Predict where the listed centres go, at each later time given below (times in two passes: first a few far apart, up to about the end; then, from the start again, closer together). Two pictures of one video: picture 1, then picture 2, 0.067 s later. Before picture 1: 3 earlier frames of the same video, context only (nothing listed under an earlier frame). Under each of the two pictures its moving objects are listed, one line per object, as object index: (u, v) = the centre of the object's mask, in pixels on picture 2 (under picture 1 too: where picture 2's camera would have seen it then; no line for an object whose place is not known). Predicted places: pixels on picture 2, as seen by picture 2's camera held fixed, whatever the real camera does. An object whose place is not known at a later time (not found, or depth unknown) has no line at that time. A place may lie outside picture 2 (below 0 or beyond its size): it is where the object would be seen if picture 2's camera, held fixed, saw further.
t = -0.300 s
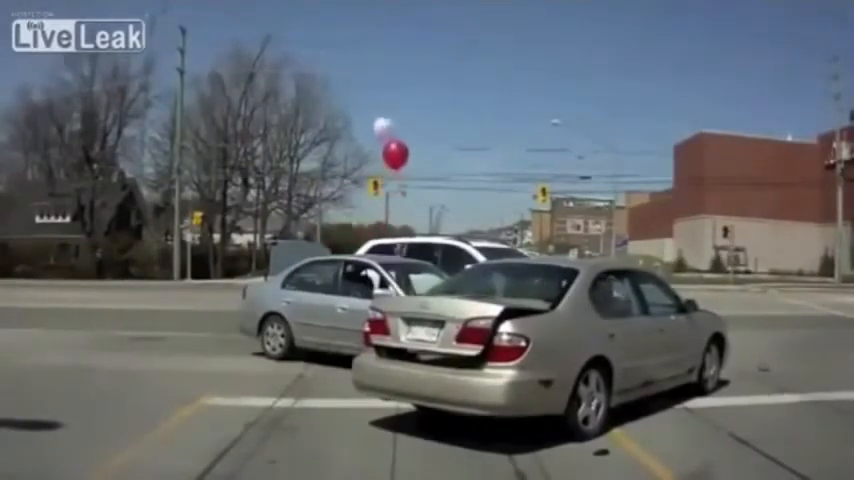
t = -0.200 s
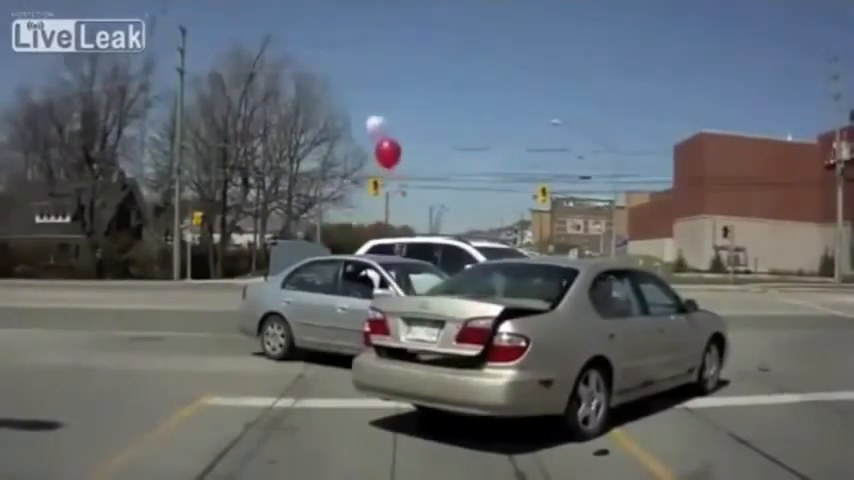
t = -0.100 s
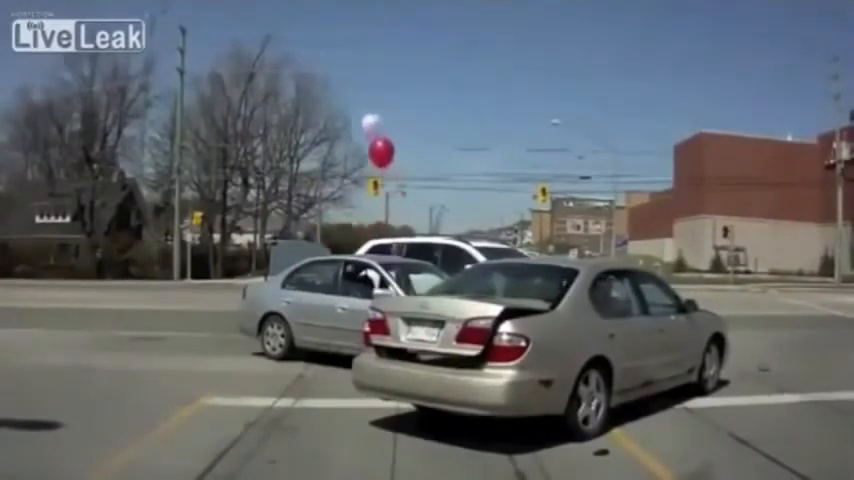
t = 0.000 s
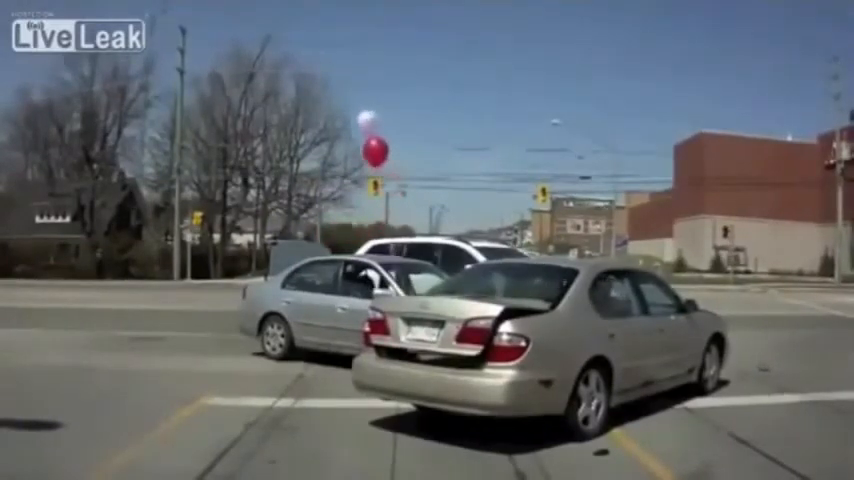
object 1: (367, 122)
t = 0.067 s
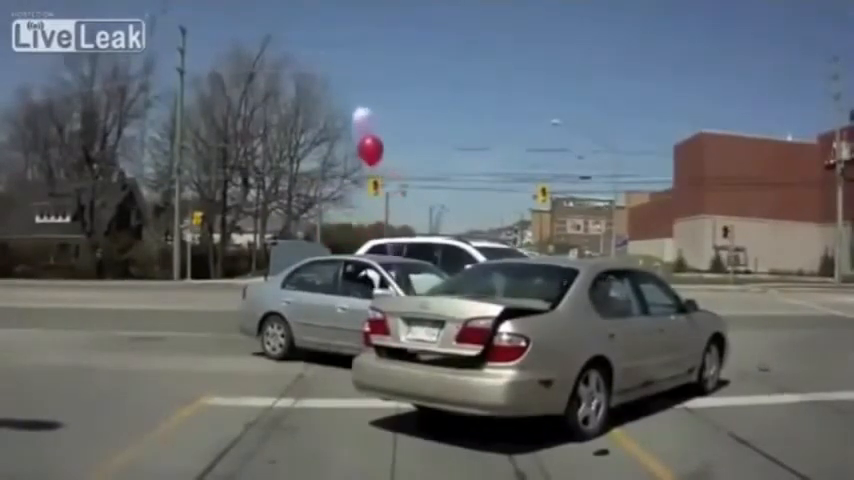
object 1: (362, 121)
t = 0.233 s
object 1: (346, 117)
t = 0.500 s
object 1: (301, 130)
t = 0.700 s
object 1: (283, 154)
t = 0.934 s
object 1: (284, 170)
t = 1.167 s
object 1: (285, 175)
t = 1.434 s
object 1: (276, 194)
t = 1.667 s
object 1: (273, 196)
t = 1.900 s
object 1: (258, 200)
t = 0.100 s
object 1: (360, 120)
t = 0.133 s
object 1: (356, 116)
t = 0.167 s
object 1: (353, 118)
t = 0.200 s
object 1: (350, 118)
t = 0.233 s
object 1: (346, 117)
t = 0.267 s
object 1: (340, 117)
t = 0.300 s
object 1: (333, 116)
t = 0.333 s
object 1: (327, 117)
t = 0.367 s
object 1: (322, 119)
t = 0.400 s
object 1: (316, 120)
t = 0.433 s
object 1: (310, 122)
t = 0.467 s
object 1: (306, 125)
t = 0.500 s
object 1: (301, 130)
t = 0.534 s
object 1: (295, 134)
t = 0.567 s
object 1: (292, 138)
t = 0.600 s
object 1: (289, 143)
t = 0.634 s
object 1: (286, 147)
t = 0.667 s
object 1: (284, 150)
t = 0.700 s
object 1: (283, 154)
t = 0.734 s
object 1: (282, 158)
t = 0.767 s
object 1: (282, 160)
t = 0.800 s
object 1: (283, 163)
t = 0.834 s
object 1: (283, 164)
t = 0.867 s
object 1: (283, 166)
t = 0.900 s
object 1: (284, 168)
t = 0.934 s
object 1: (284, 170)
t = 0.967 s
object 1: (284, 169)
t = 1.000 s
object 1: (284, 170)
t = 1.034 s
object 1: (285, 170)
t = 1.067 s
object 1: (285, 170)
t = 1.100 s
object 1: (285, 171)
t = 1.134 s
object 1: (285, 172)
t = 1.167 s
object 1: (285, 175)
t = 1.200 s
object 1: (285, 178)
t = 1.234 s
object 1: (284, 181)
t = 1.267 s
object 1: (283, 184)
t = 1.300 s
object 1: (282, 187)
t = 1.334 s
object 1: (281, 189)
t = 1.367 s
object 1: (279, 191)
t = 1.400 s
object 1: (277, 194)
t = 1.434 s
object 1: (276, 194)
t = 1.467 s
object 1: (274, 195)
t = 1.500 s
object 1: (272, 196)
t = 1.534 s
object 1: (272, 195)
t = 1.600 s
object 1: (272, 194)
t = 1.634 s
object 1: (271, 194)
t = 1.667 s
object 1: (273, 196)
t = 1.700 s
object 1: (275, 199)
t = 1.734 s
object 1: (274, 203)
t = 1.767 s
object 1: (271, 203)
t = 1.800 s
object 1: (270, 203)
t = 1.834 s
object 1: (267, 201)
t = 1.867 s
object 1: (261, 198)
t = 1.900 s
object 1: (258, 200)
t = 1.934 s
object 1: (253, 202)
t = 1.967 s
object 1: (250, 204)
